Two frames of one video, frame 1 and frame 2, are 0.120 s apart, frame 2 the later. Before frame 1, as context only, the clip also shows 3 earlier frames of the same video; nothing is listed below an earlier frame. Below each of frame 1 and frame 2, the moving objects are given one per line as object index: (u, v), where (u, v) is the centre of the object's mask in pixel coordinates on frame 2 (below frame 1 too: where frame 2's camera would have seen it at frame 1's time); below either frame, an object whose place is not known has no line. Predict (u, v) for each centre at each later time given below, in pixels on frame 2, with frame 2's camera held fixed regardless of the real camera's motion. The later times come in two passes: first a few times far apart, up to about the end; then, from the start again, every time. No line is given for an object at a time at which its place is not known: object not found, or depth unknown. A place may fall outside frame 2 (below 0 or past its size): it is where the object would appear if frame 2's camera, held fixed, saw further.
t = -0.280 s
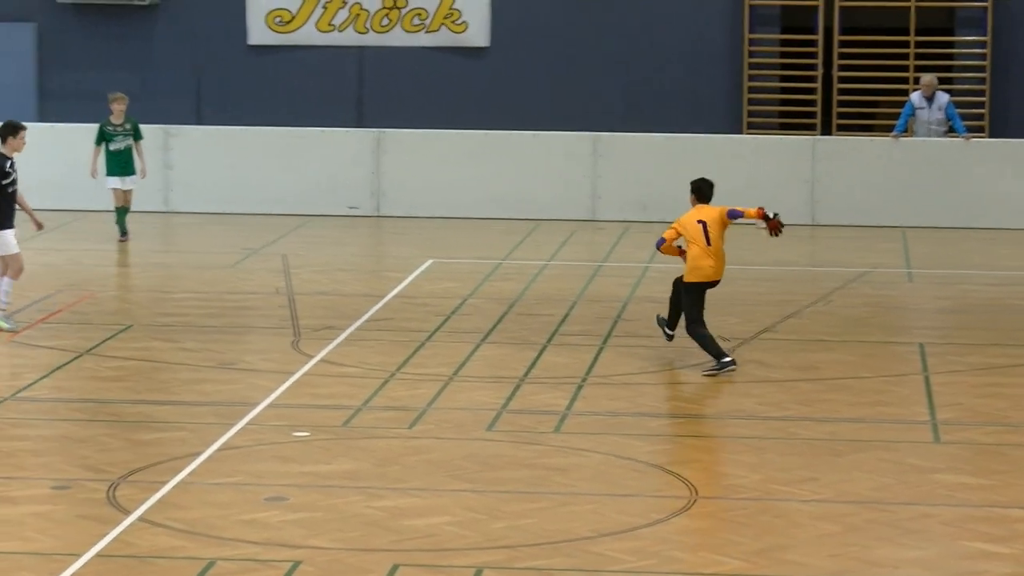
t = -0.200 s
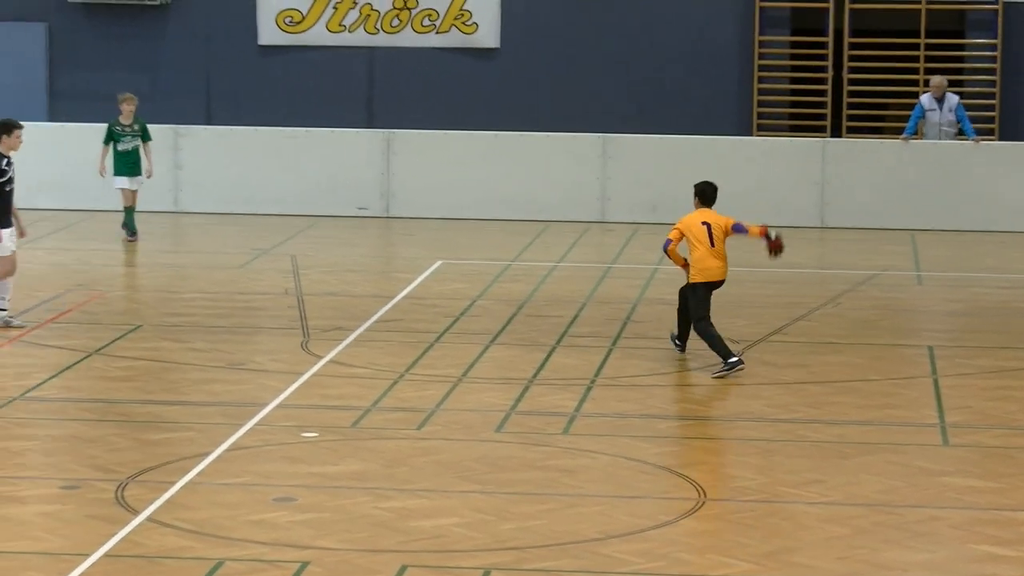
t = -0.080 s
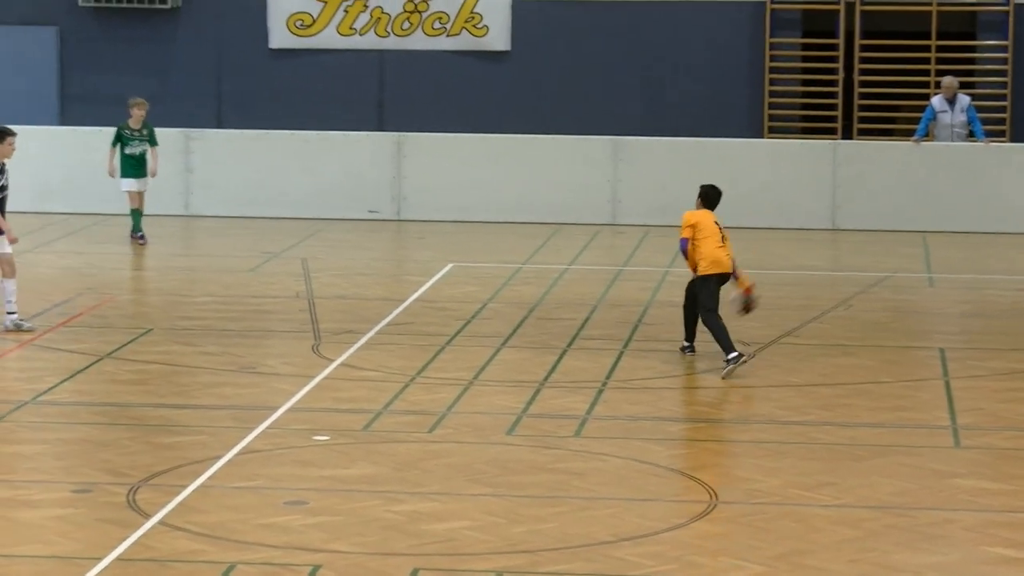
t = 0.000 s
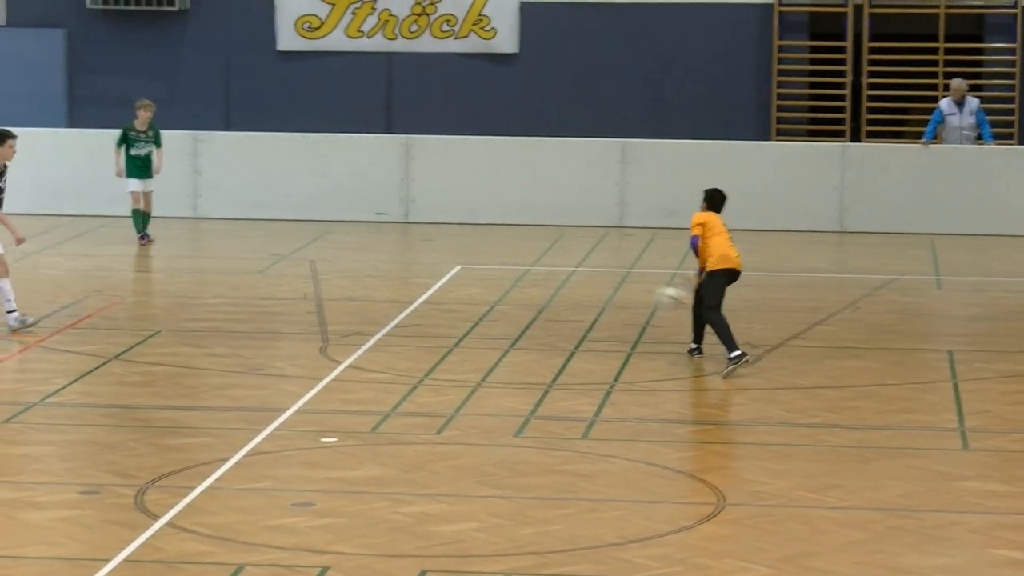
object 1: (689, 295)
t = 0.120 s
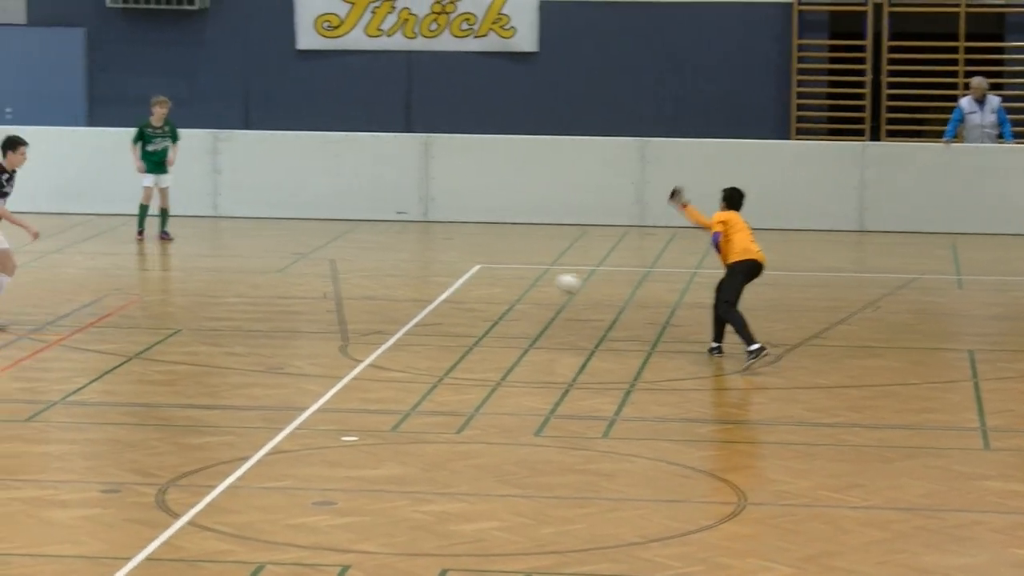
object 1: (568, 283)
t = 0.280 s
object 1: (427, 288)
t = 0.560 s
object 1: (255, 258)
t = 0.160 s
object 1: (529, 281)
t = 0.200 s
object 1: (493, 282)
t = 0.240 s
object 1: (457, 286)
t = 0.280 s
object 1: (427, 288)
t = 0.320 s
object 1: (400, 278)
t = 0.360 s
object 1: (374, 268)
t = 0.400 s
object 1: (349, 262)
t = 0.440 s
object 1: (325, 258)
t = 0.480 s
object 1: (301, 256)
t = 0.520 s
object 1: (277, 256)
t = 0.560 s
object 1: (255, 258)
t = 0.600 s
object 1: (233, 254)
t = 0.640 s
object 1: (215, 246)
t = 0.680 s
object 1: (195, 240)
